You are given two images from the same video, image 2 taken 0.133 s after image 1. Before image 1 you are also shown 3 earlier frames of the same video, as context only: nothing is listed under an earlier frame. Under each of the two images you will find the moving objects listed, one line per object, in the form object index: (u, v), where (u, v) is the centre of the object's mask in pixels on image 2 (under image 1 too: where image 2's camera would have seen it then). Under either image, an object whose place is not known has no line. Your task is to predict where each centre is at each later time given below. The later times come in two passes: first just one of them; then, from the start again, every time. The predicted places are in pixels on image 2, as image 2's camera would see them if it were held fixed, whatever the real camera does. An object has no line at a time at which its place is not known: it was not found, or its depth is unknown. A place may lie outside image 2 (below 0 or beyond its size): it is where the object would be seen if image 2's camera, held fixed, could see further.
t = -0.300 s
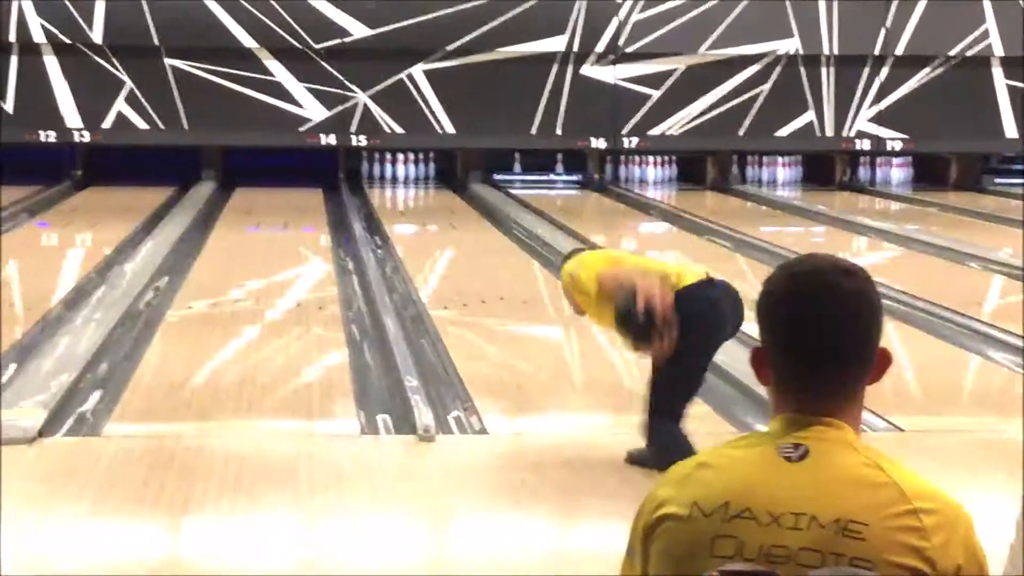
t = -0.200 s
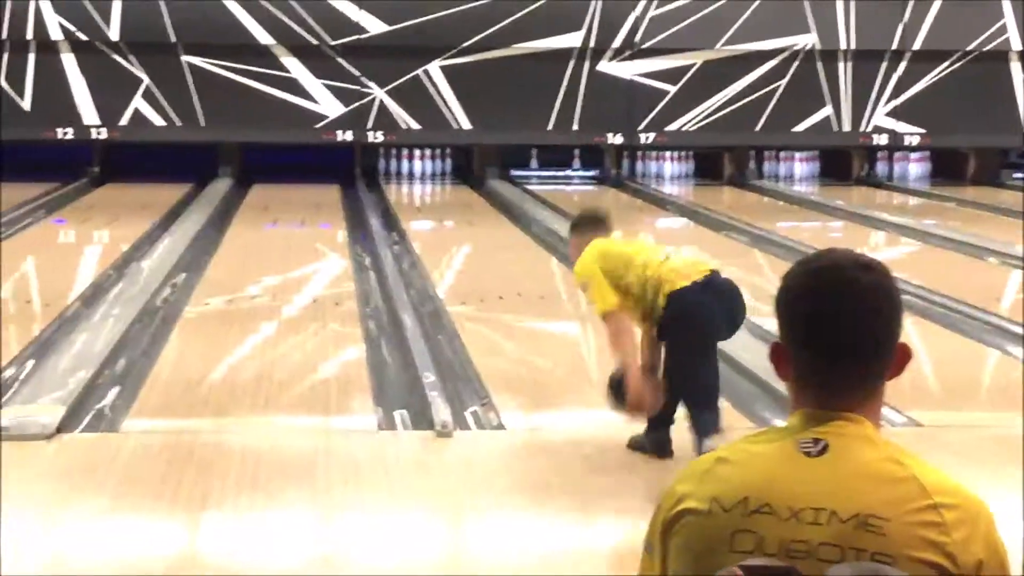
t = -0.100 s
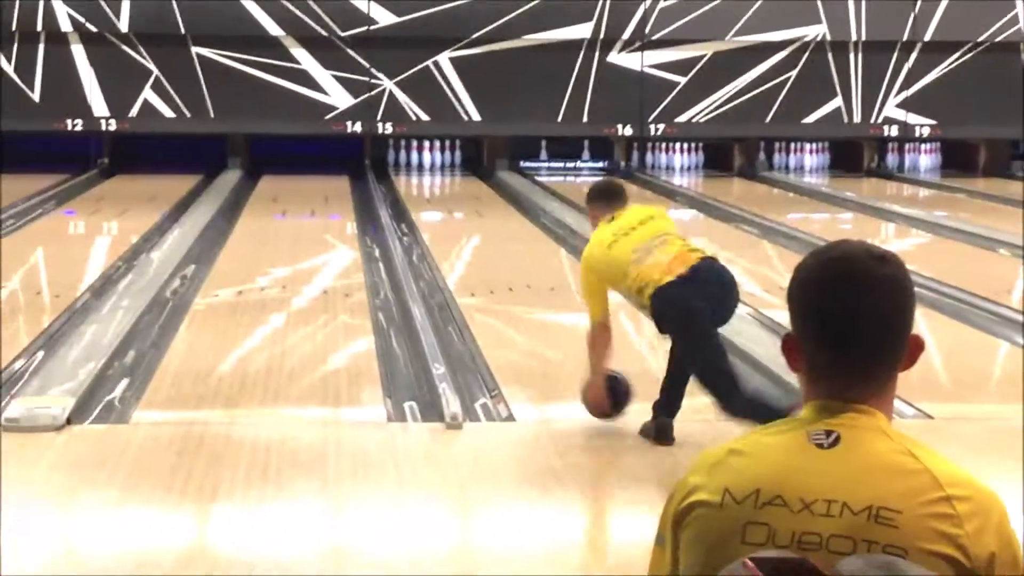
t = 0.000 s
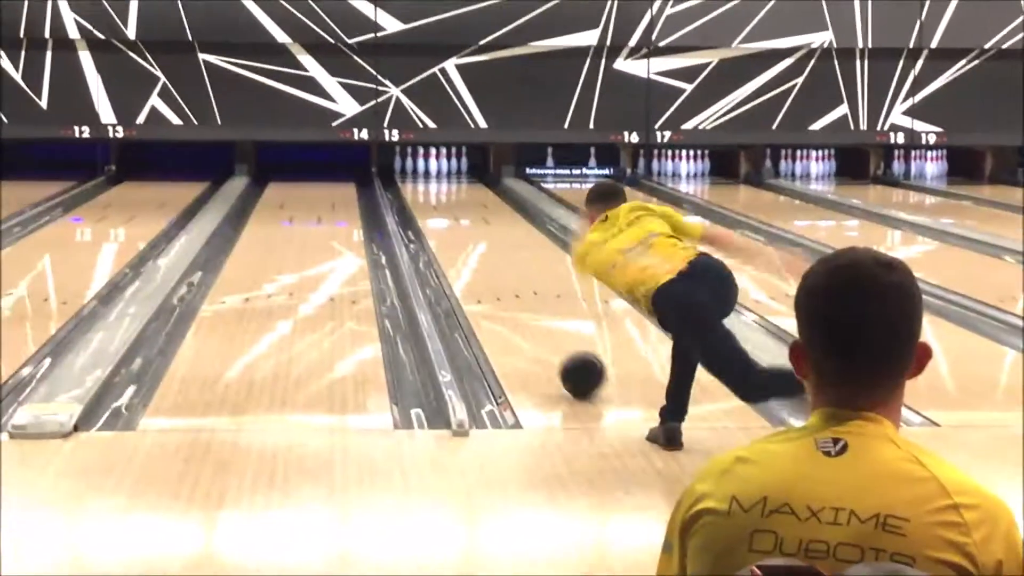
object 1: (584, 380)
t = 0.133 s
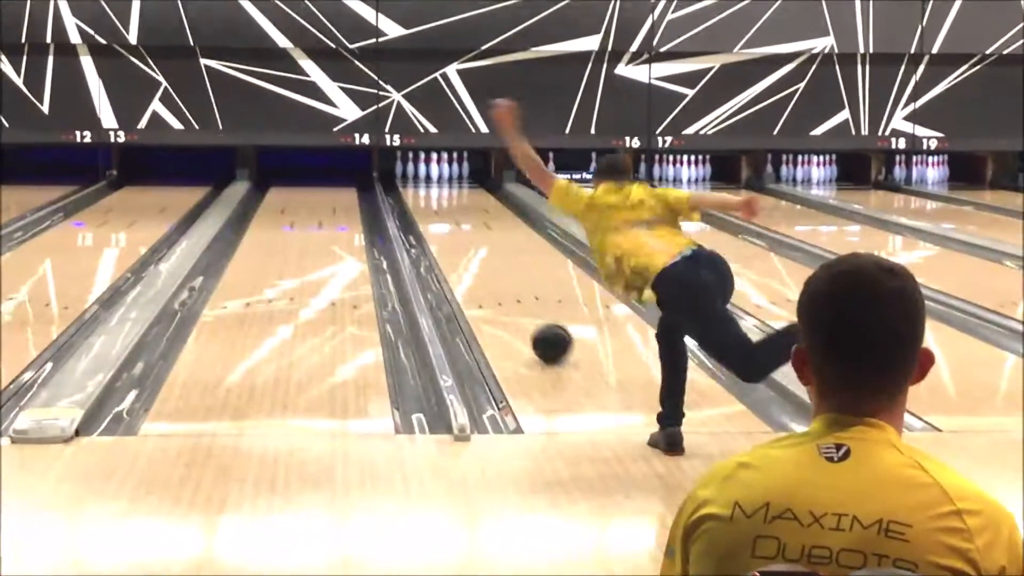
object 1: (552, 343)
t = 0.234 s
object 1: (533, 322)
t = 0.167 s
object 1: (545, 336)
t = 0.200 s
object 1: (539, 328)
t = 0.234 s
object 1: (533, 322)
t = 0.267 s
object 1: (527, 315)
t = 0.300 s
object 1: (522, 309)
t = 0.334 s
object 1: (517, 303)
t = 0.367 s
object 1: (512, 297)
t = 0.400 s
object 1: (508, 292)
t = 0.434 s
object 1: (504, 287)
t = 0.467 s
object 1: (501, 284)
